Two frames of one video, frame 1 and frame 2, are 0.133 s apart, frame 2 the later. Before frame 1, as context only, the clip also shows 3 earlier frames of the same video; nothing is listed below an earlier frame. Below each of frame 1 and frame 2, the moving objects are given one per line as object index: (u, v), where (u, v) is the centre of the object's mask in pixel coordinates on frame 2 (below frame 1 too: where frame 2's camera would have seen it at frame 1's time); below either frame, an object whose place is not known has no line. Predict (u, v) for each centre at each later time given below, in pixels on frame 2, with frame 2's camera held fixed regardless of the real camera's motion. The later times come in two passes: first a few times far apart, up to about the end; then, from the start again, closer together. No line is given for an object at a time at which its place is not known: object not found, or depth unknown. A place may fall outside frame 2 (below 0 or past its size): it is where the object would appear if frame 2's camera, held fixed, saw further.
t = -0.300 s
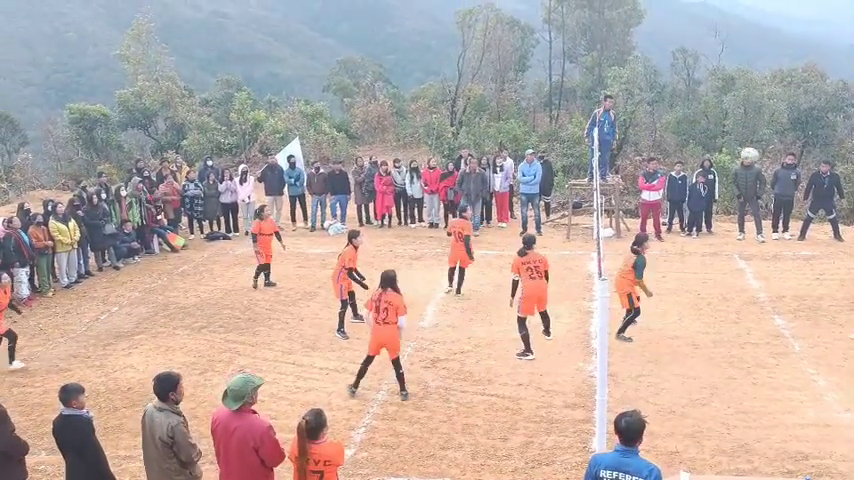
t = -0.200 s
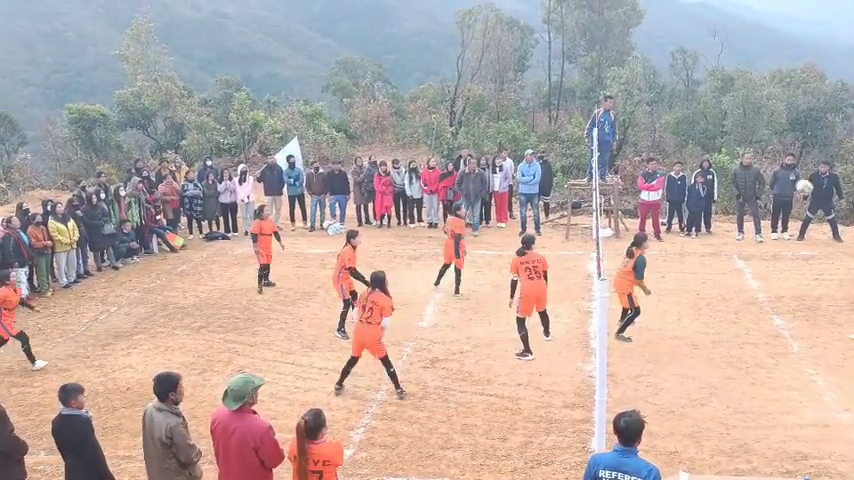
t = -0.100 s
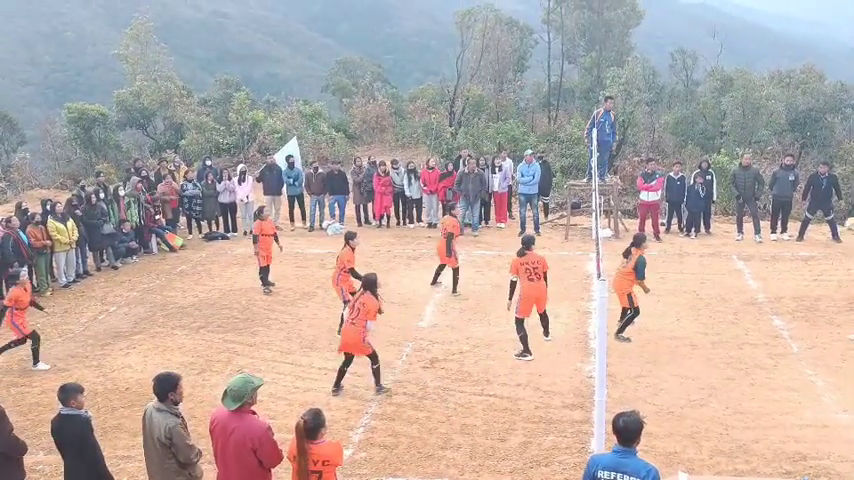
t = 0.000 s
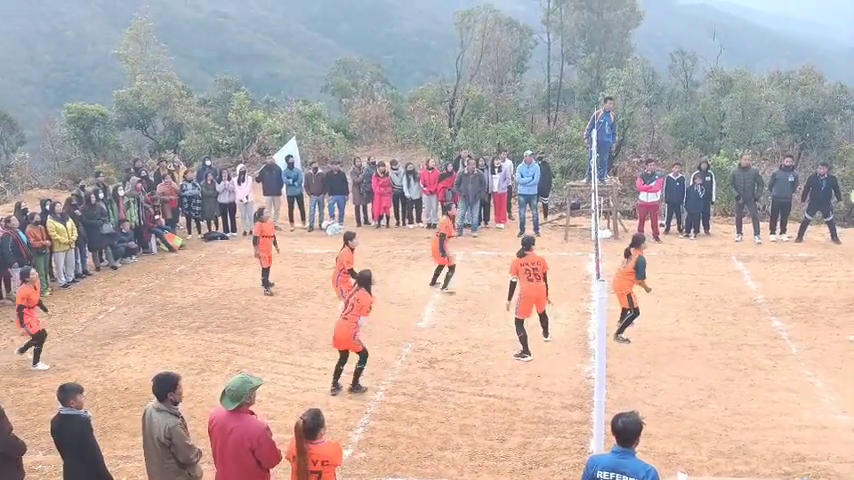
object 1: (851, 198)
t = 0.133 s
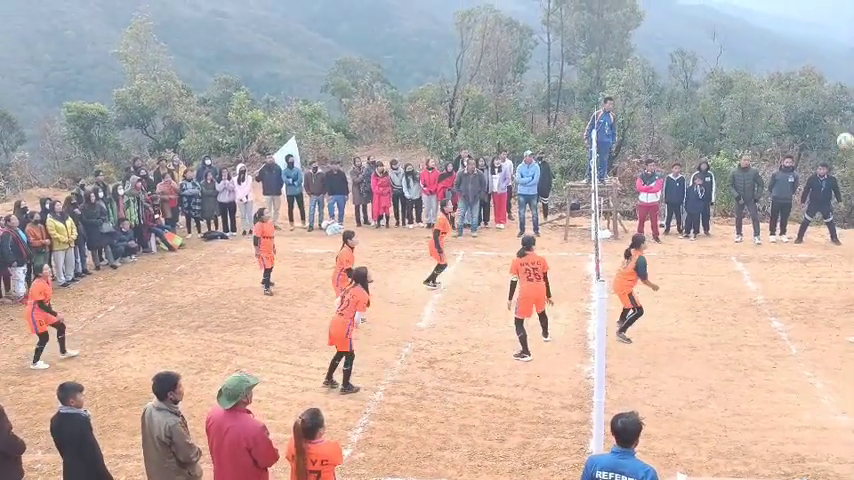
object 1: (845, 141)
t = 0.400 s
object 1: (817, 57)
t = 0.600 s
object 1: (791, 29)
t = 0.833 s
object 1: (758, 32)
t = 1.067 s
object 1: (721, 74)
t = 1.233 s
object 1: (695, 131)
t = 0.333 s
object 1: (824, 73)
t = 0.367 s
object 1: (821, 65)
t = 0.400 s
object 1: (817, 57)
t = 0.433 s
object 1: (813, 50)
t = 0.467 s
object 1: (808, 45)
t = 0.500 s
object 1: (804, 39)
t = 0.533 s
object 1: (800, 36)
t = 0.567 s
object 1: (796, 33)
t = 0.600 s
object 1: (791, 29)
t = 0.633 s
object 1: (787, 27)
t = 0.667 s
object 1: (782, 25)
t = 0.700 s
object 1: (778, 25)
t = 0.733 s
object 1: (773, 25)
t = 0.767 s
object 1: (768, 27)
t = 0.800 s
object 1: (765, 28)
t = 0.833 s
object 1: (758, 32)
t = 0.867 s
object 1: (753, 34)
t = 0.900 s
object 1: (748, 38)
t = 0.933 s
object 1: (743, 45)
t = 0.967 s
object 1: (738, 51)
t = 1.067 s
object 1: (721, 74)
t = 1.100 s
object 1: (716, 84)
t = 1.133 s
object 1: (711, 93)
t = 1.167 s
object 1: (706, 106)
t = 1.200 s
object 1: (700, 119)
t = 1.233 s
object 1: (695, 131)
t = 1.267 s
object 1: (689, 144)
